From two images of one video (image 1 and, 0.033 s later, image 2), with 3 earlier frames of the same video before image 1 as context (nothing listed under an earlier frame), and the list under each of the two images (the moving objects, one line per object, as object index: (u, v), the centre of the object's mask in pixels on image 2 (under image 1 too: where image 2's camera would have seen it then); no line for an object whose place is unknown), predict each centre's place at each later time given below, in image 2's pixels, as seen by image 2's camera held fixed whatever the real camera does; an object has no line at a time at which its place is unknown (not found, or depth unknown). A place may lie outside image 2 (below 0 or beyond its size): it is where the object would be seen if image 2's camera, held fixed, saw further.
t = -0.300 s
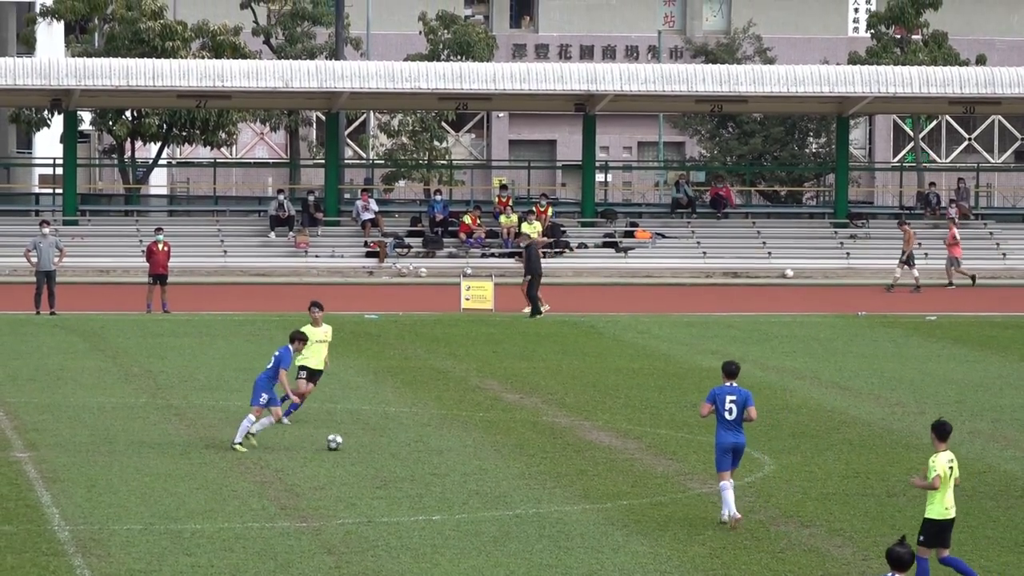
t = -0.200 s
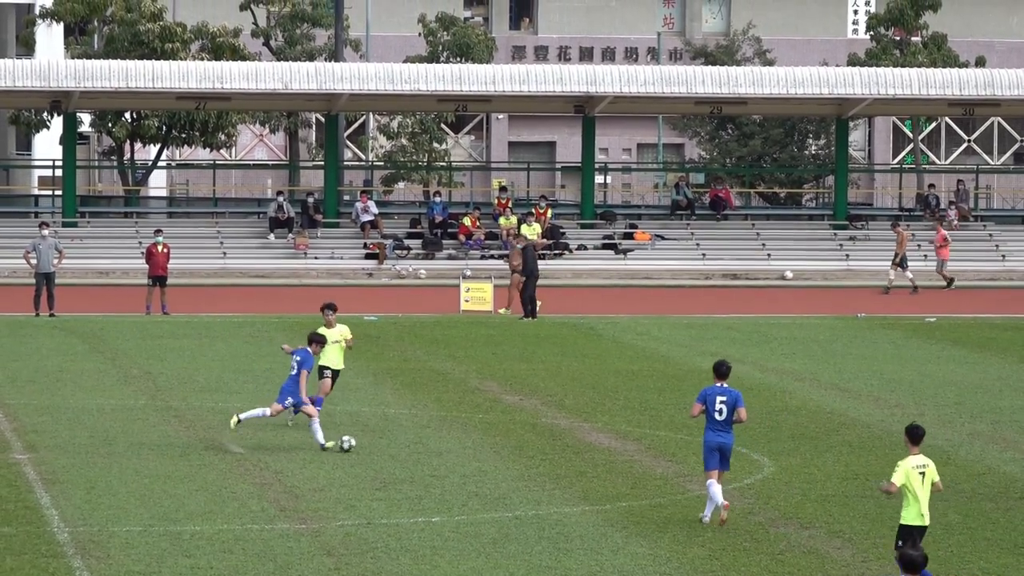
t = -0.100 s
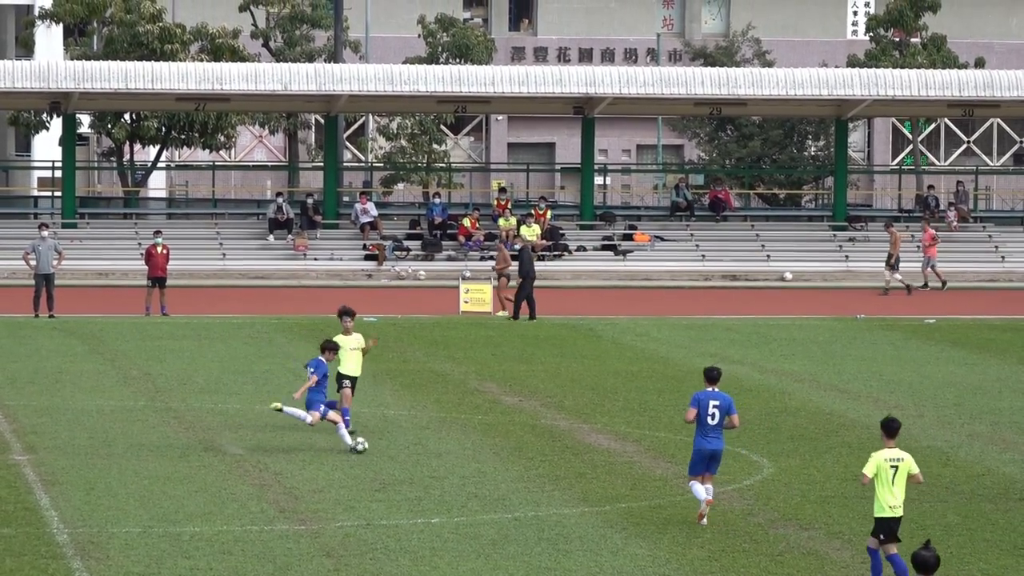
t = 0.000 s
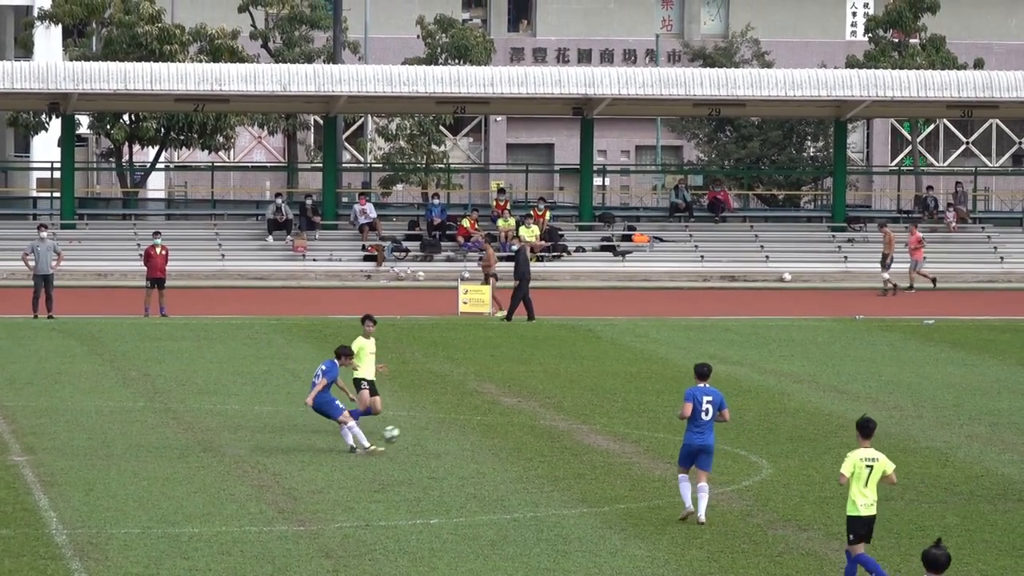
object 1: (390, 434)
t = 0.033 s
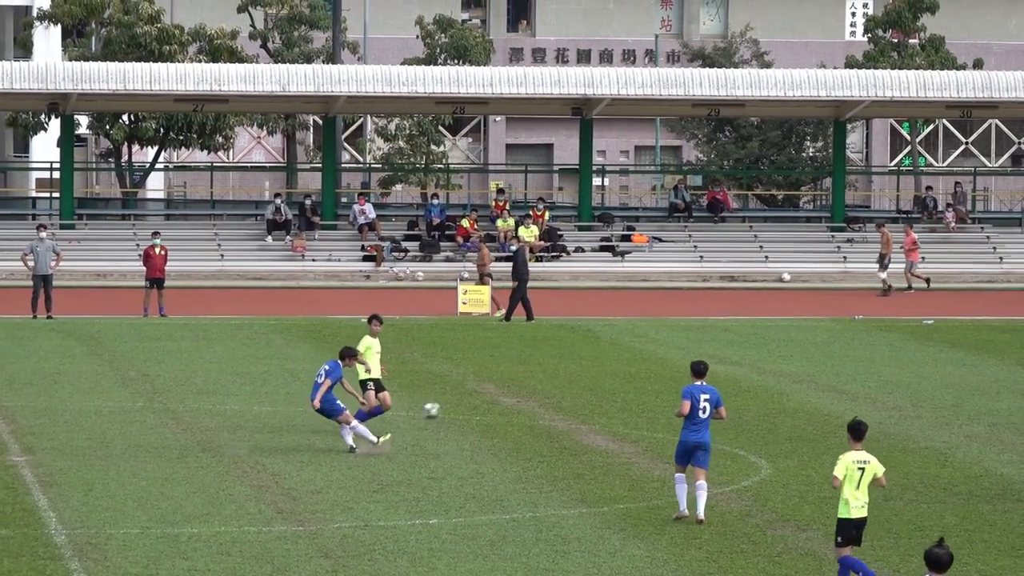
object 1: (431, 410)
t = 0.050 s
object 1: (451, 399)
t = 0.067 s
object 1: (470, 387)
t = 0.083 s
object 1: (489, 377)
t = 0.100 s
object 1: (507, 365)
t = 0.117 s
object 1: (524, 355)
